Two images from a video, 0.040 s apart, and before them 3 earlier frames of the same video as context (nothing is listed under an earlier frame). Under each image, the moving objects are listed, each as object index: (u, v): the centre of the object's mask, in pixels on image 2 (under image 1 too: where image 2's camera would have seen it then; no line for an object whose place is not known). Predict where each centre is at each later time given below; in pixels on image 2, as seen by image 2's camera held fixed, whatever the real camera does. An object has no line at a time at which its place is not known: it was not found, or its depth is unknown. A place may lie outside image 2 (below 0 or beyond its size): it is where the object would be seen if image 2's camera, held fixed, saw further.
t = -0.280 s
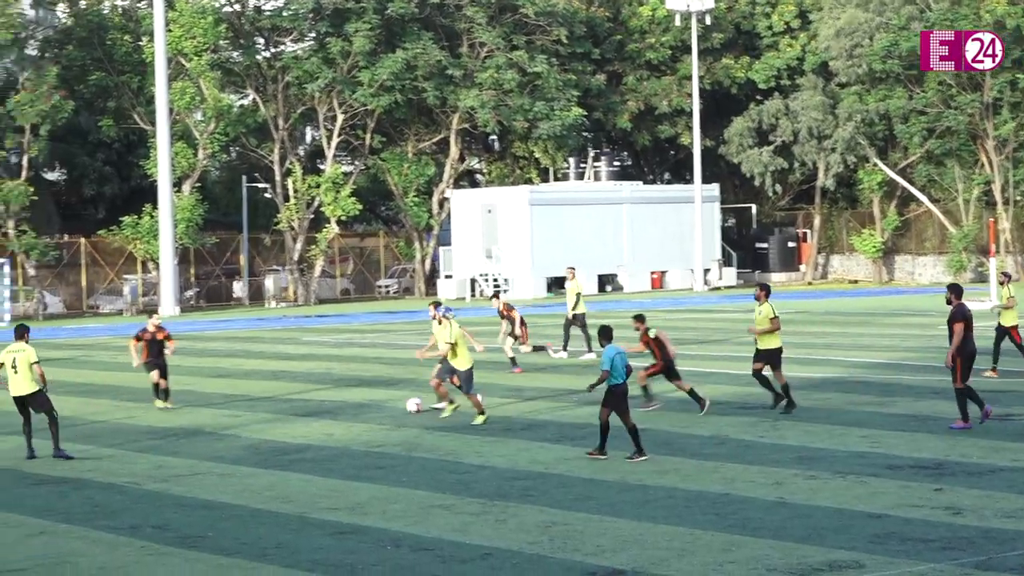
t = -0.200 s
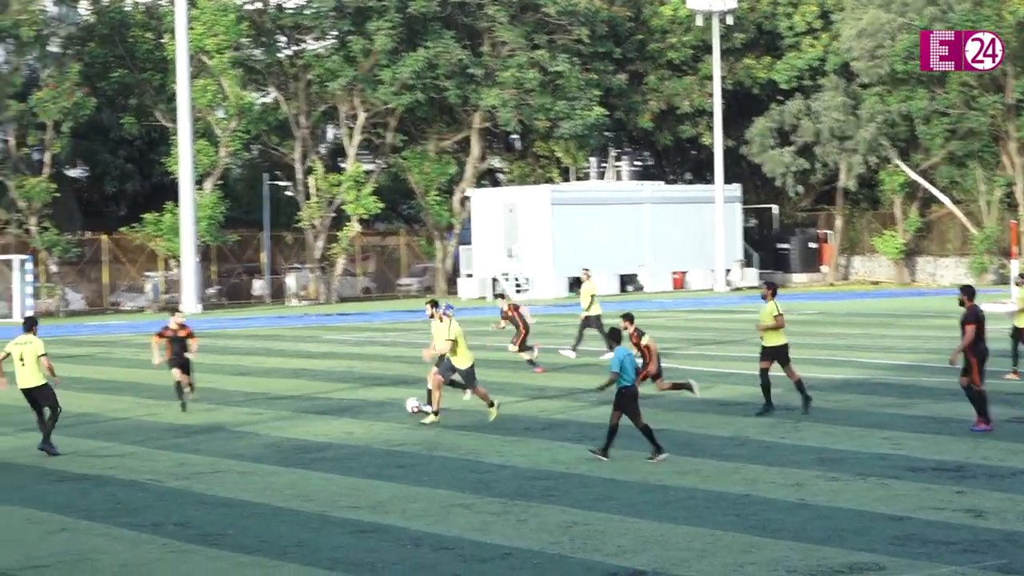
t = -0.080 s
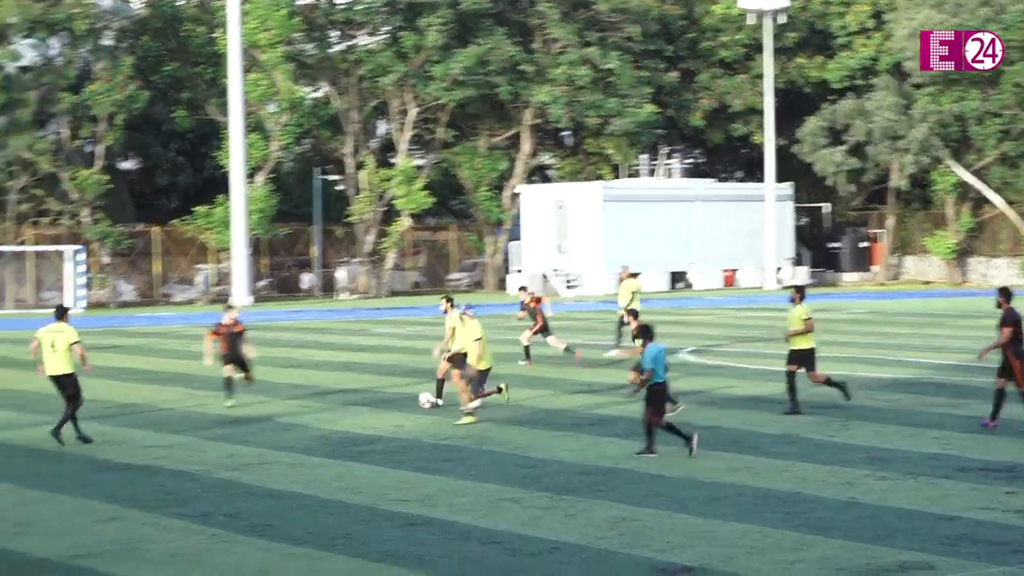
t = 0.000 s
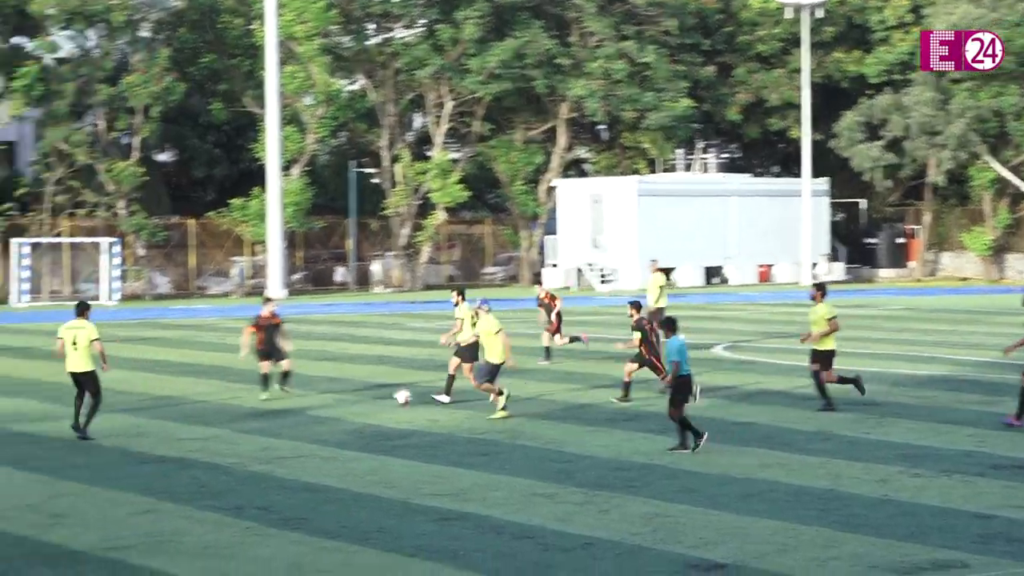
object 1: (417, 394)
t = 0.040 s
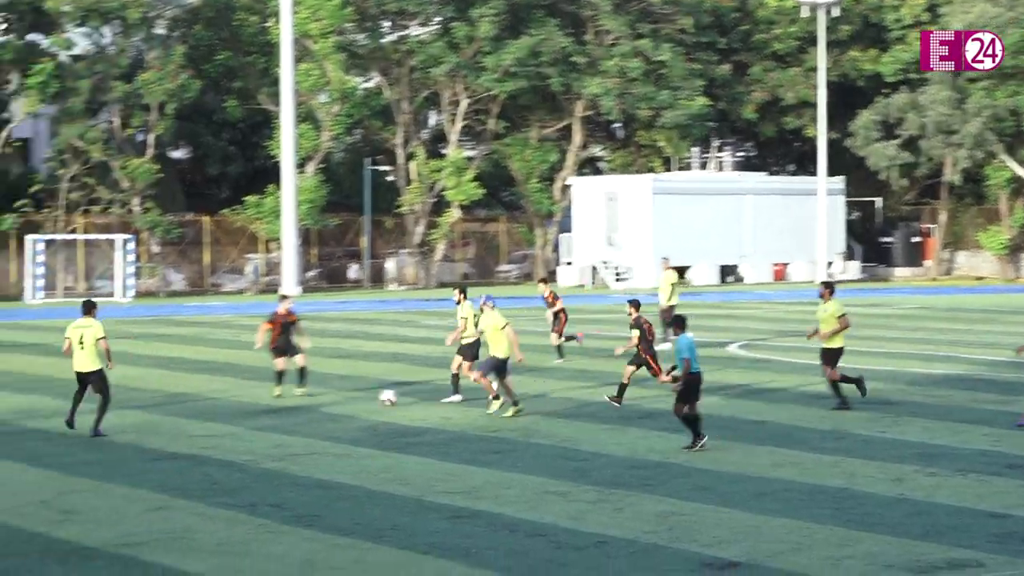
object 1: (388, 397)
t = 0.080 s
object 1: (358, 399)
